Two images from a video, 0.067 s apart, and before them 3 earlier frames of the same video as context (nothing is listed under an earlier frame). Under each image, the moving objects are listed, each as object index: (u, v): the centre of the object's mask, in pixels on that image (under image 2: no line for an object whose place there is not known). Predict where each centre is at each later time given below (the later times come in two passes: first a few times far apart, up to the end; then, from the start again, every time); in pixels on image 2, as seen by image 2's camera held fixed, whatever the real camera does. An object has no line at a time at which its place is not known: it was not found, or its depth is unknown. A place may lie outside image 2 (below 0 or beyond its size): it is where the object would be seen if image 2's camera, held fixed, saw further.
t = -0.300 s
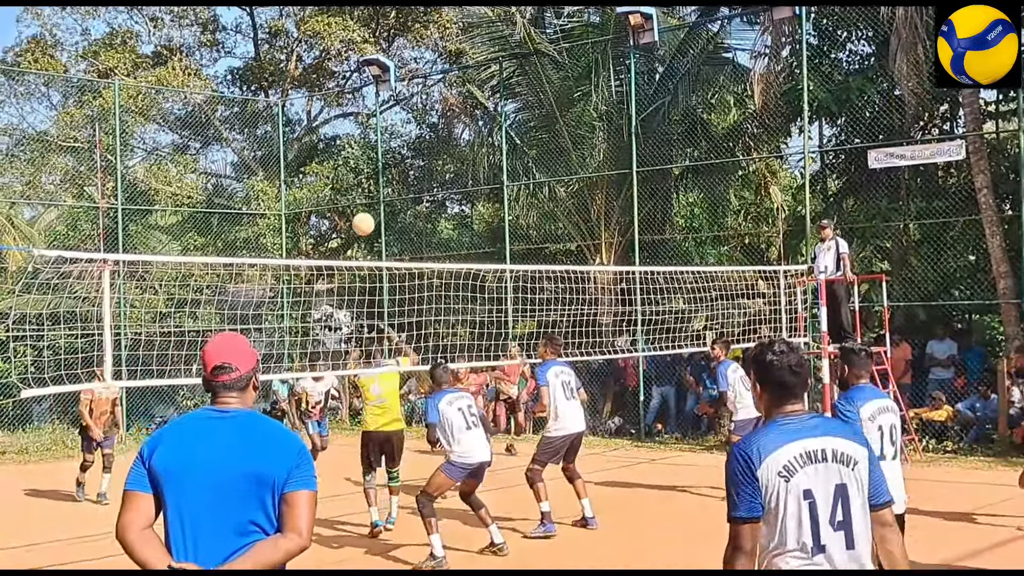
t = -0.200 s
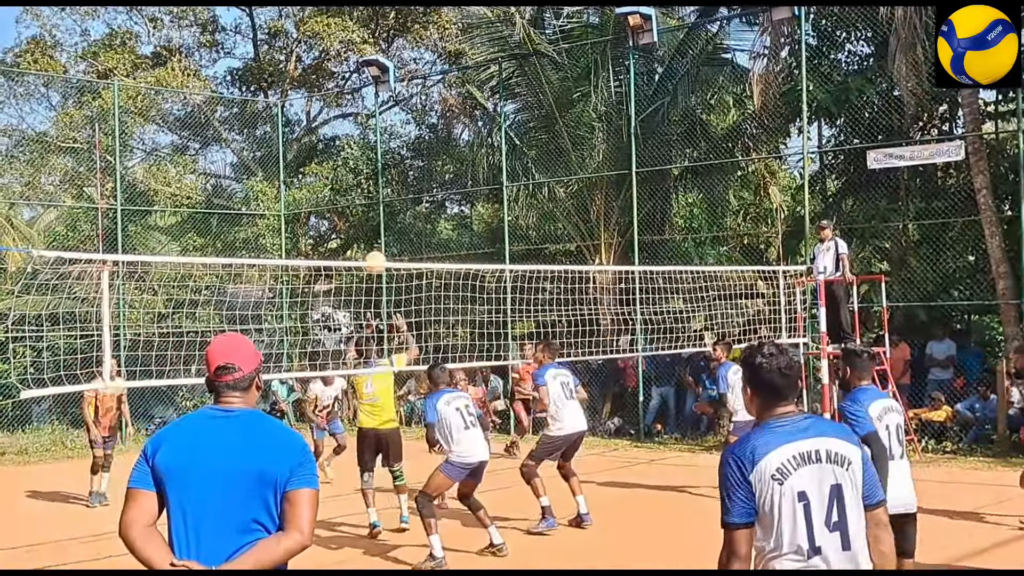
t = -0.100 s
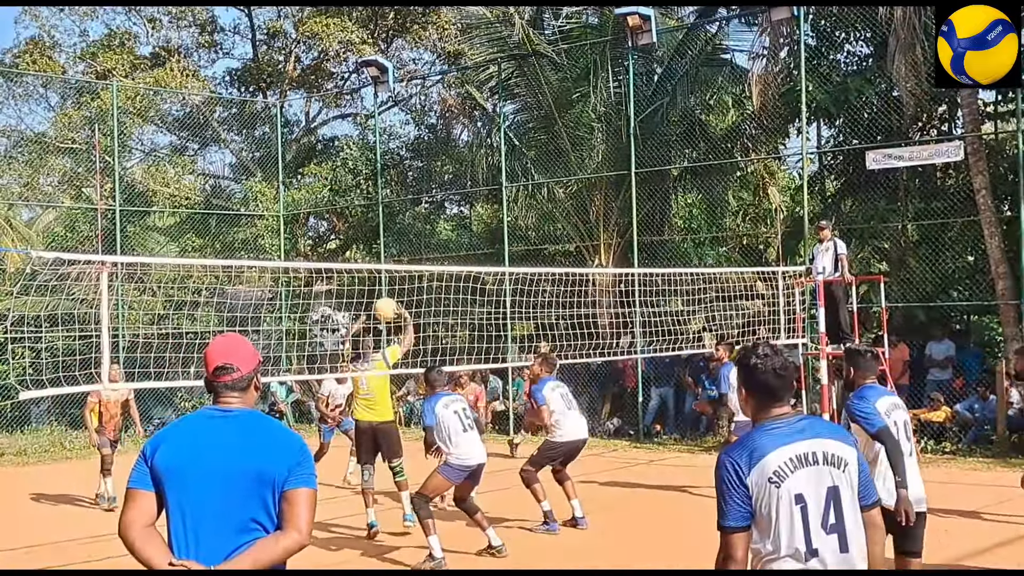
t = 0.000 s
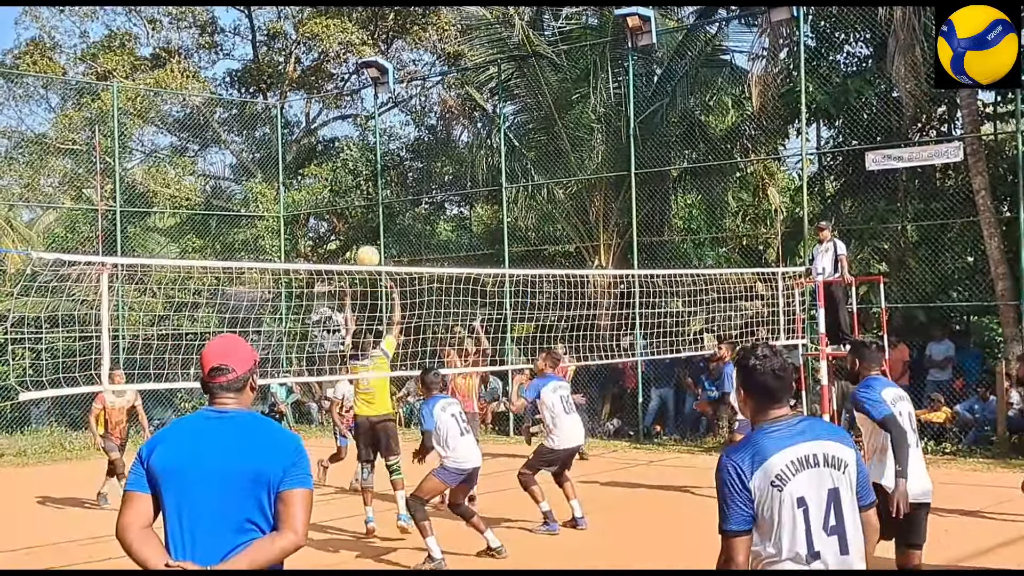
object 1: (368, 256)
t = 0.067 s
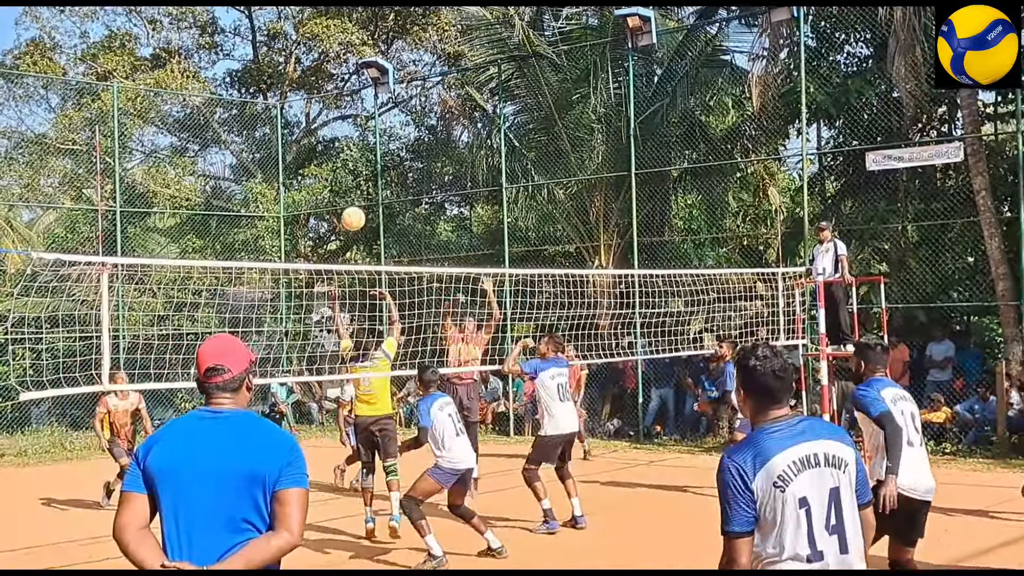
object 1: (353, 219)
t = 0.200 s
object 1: (323, 154)
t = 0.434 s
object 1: (270, 82)
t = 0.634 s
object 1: (223, 67)
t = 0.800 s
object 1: (183, 91)
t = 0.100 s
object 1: (346, 201)
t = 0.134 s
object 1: (339, 184)
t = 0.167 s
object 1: (331, 168)
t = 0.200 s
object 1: (323, 154)
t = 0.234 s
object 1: (316, 140)
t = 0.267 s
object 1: (308, 128)
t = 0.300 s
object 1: (300, 116)
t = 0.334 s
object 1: (293, 106)
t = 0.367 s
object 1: (285, 97)
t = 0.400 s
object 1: (277, 89)
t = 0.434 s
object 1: (270, 82)
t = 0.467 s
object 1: (262, 77)
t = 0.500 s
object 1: (254, 73)
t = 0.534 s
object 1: (246, 69)
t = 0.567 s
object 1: (239, 68)
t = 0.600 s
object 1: (231, 67)
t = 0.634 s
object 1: (223, 67)
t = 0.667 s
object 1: (215, 69)
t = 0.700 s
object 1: (207, 72)
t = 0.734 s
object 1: (199, 77)
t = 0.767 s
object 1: (192, 84)
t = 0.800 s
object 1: (183, 91)
